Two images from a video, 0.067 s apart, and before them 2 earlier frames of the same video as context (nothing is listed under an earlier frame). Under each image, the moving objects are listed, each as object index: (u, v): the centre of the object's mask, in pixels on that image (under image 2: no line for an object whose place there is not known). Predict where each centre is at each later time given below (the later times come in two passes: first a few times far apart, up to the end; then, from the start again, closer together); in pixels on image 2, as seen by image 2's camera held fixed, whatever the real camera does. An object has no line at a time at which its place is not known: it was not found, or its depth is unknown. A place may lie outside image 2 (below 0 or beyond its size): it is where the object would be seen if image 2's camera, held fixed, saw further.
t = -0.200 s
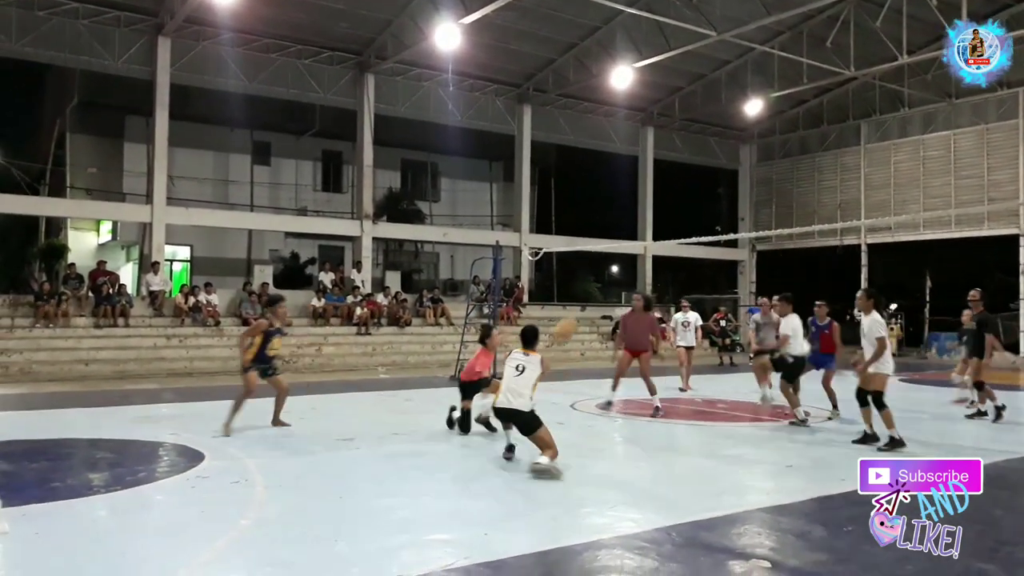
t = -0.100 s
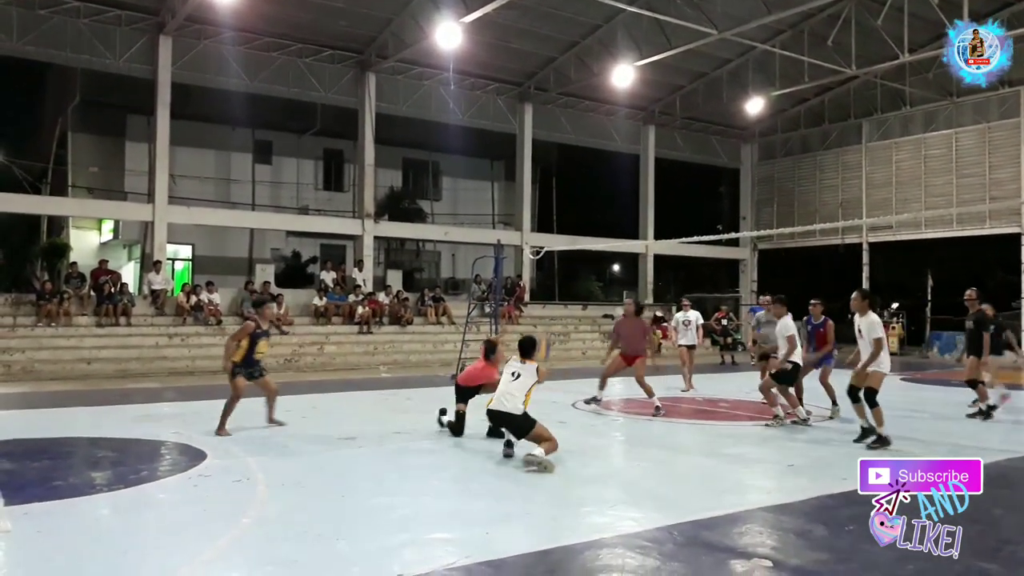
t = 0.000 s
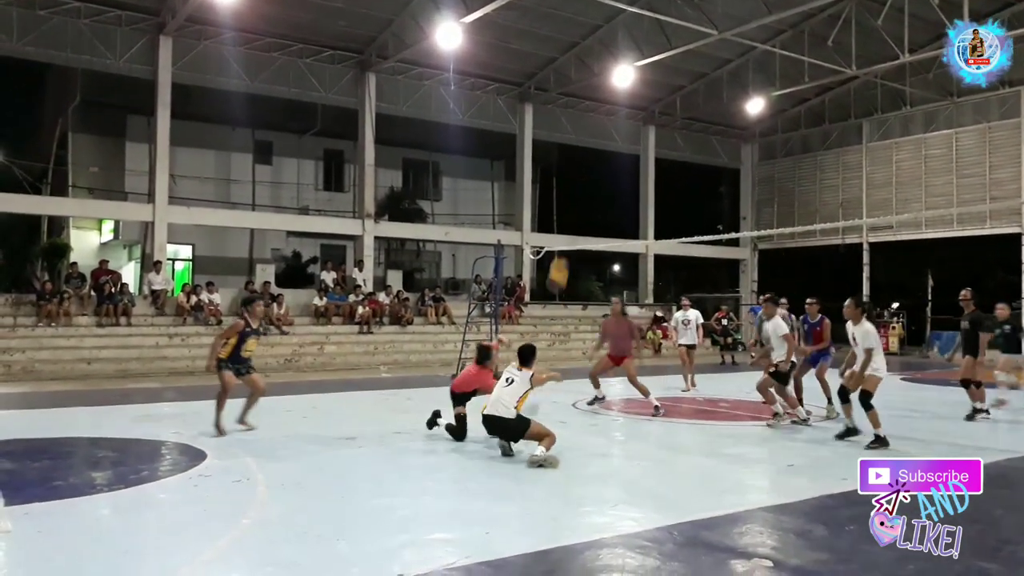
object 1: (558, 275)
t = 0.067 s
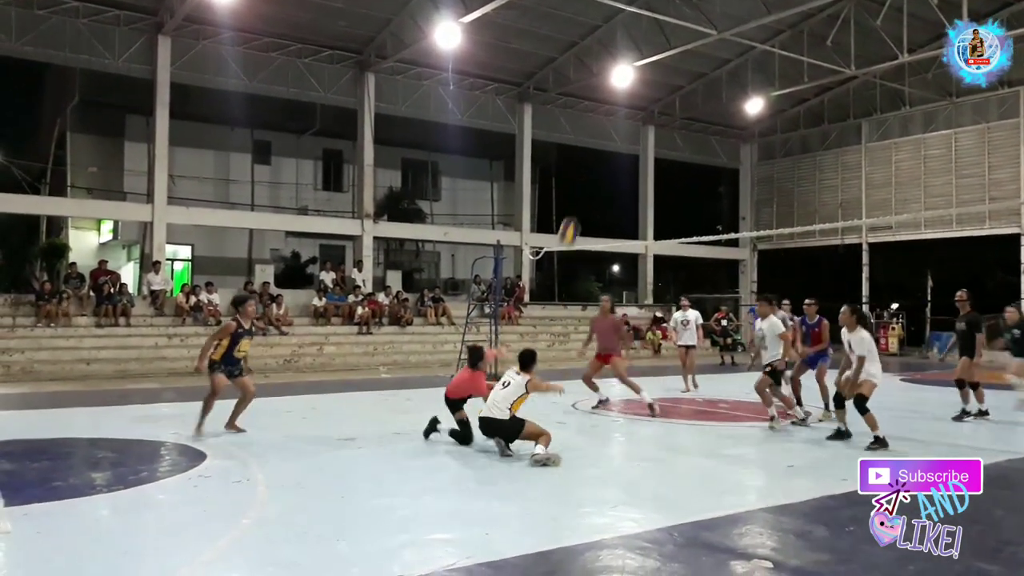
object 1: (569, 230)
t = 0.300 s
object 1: (605, 116)
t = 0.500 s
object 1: (638, 58)
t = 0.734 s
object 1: (673, 41)
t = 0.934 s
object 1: (706, 68)
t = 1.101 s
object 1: (732, 120)
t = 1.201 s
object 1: (751, 164)
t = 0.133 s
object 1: (579, 195)
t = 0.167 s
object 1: (584, 177)
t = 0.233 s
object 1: (594, 147)
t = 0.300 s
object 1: (605, 116)
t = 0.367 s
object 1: (614, 96)
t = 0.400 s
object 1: (620, 88)
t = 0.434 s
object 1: (628, 75)
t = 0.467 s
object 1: (634, 64)
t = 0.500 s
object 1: (638, 58)
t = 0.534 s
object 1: (643, 52)
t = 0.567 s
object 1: (647, 49)
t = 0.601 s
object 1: (654, 45)
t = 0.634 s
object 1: (658, 43)
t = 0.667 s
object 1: (664, 40)
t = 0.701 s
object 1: (668, 40)
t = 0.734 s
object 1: (673, 41)
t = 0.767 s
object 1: (679, 43)
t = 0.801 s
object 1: (684, 45)
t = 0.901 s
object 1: (701, 60)
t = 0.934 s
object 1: (706, 68)
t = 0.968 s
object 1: (712, 76)
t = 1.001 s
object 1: (717, 85)
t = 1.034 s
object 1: (722, 96)
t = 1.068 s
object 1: (728, 107)
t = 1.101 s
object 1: (732, 120)
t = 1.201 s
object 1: (751, 164)
